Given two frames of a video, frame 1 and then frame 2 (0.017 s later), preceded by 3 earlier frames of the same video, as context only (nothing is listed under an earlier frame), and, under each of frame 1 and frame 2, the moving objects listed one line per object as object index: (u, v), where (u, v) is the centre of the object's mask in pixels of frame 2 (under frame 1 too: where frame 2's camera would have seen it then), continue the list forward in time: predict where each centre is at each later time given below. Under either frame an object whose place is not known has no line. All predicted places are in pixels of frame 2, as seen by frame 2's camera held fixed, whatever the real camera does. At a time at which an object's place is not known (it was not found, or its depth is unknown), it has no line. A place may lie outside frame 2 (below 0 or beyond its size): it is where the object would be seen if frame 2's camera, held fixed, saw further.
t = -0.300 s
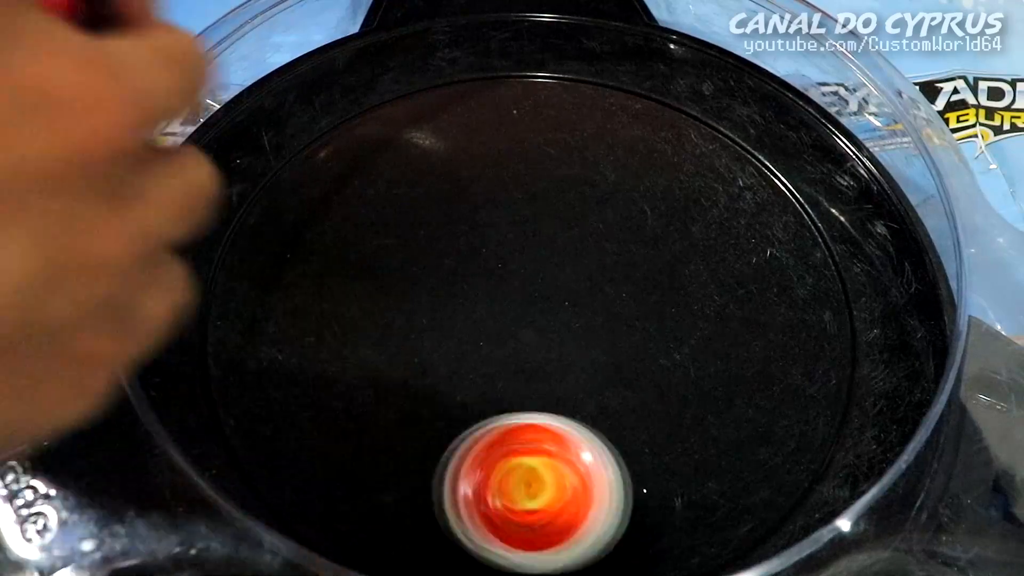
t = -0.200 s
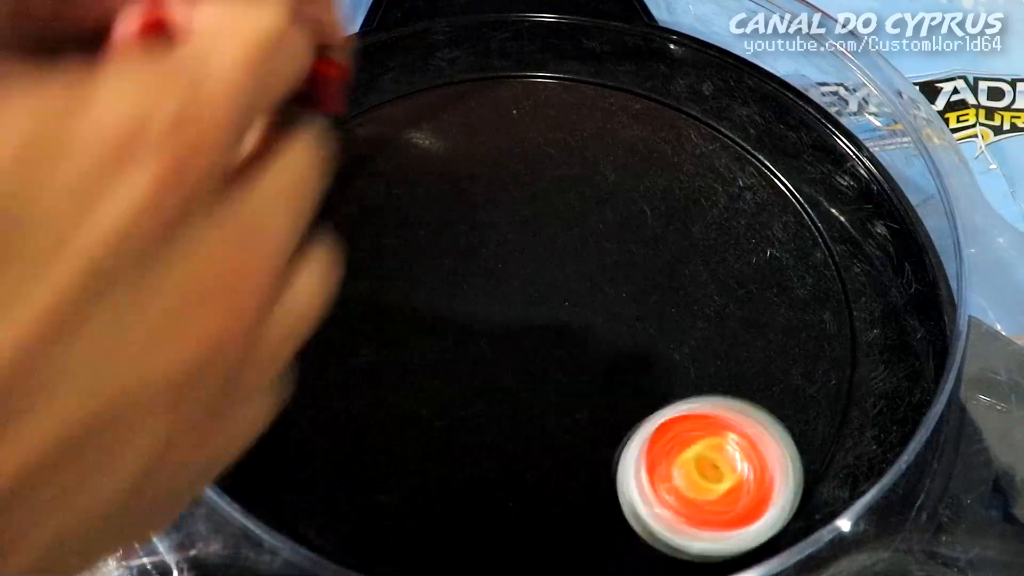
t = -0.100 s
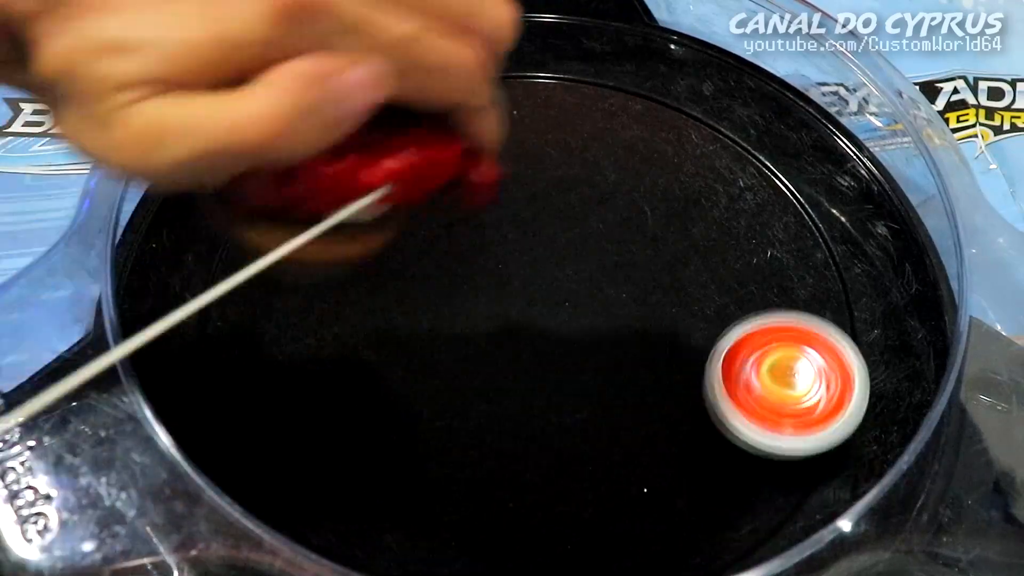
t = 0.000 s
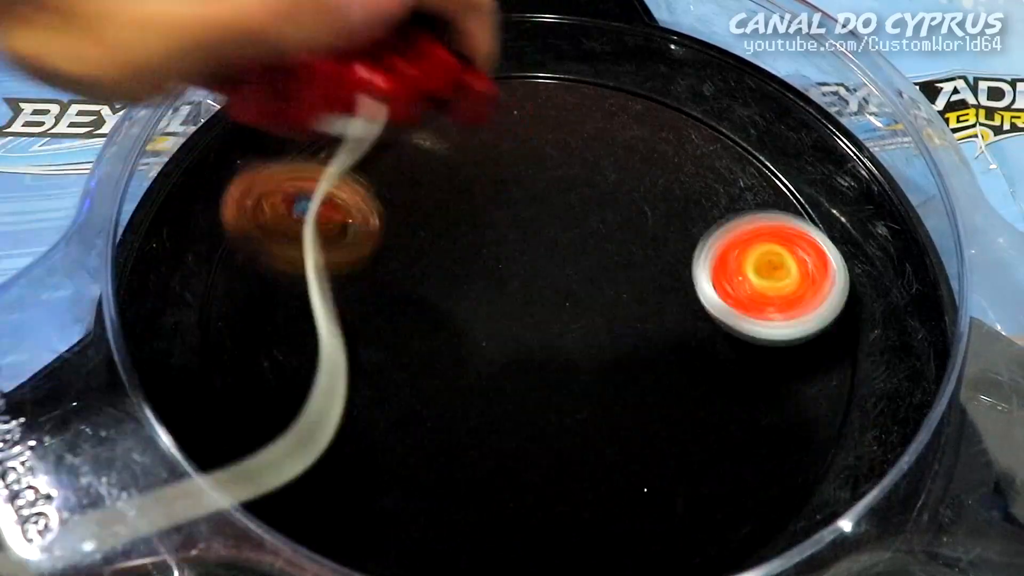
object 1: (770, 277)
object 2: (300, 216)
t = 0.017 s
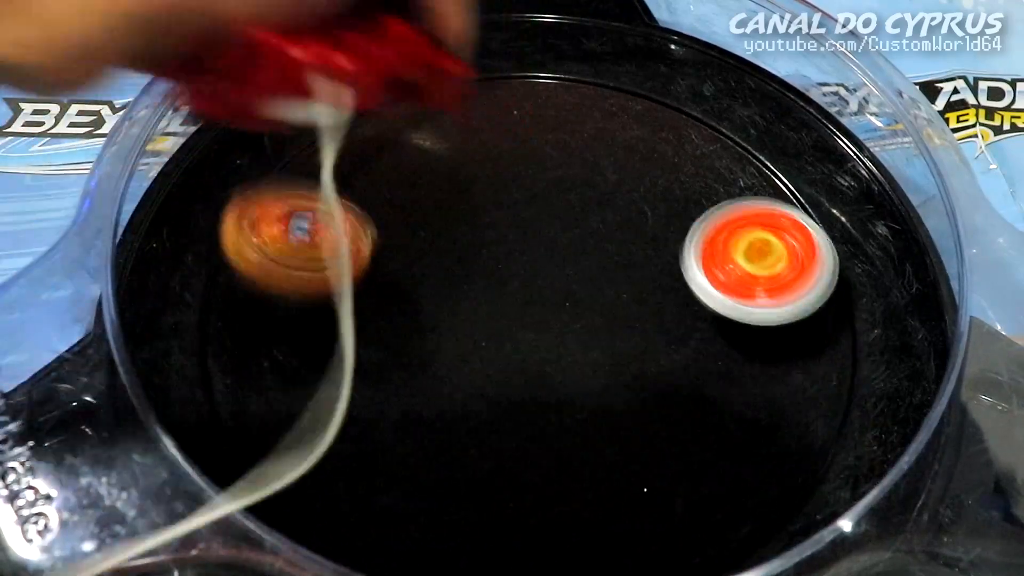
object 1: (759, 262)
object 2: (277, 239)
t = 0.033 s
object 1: (748, 249)
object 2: (297, 248)
